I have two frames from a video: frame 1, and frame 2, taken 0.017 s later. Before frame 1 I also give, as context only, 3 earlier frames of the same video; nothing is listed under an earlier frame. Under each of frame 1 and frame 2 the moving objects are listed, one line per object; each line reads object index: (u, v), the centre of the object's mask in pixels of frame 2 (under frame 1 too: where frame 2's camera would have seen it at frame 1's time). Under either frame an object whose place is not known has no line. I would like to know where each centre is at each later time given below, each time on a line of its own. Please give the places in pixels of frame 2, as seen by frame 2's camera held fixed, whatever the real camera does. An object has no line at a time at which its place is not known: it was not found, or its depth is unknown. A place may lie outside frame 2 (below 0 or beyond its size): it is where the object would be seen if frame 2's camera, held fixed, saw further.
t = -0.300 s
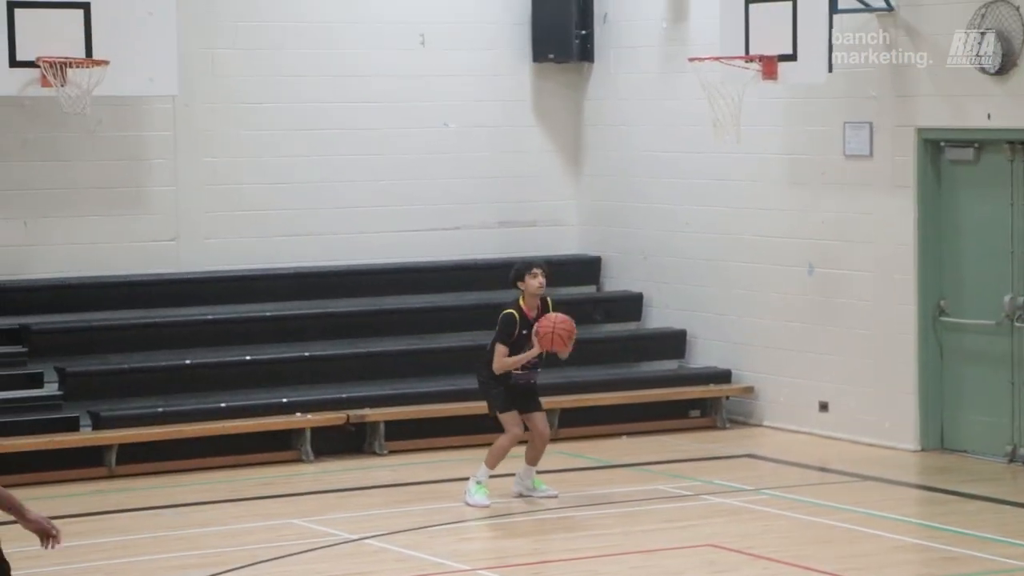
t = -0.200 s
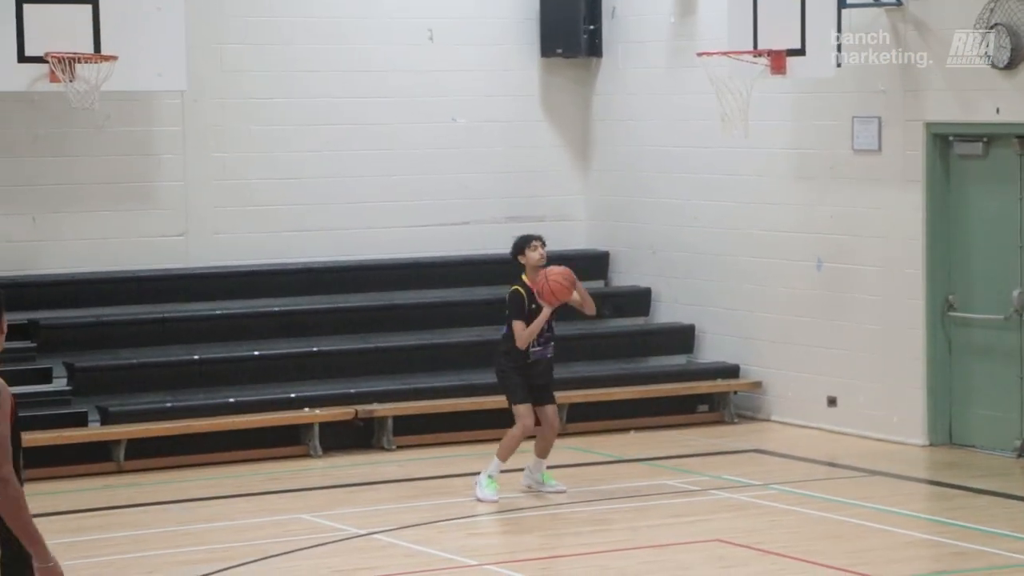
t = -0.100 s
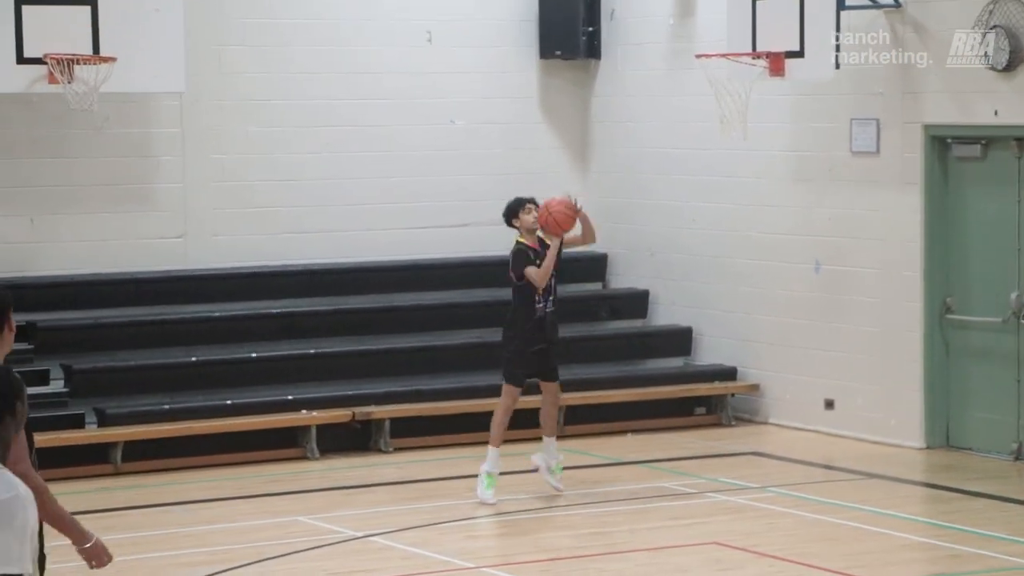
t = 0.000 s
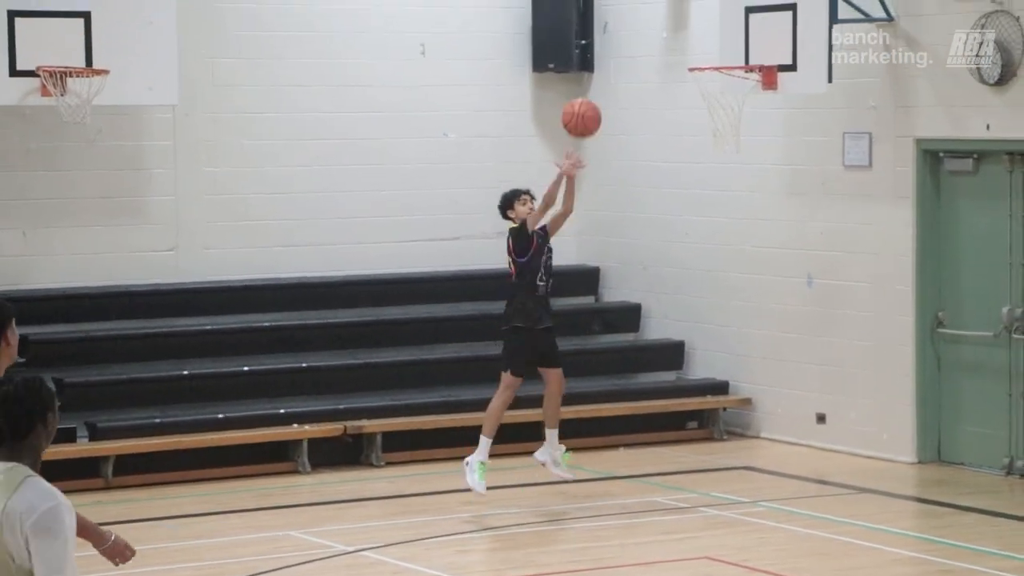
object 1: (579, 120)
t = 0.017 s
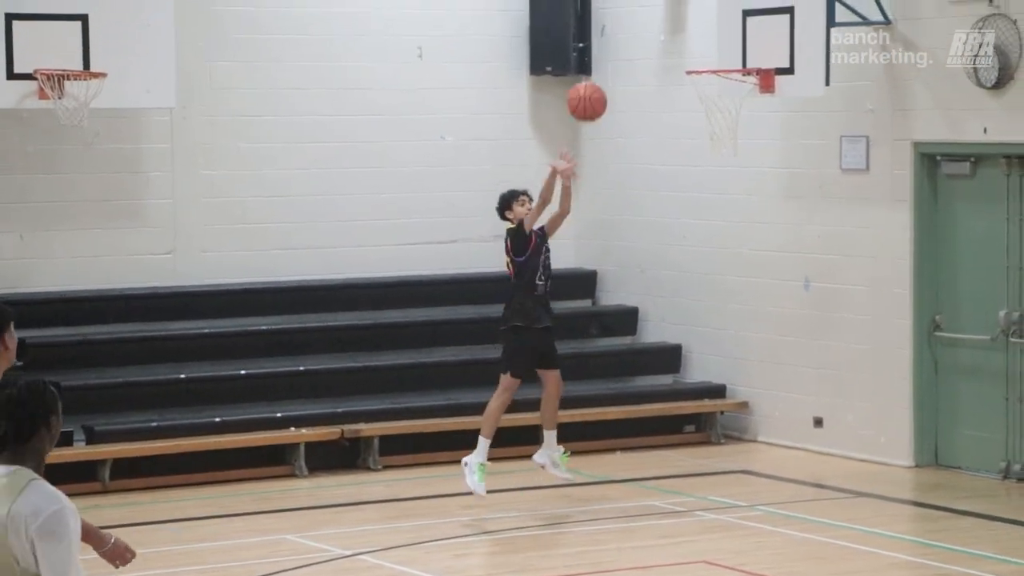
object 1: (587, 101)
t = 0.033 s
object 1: (594, 82)
